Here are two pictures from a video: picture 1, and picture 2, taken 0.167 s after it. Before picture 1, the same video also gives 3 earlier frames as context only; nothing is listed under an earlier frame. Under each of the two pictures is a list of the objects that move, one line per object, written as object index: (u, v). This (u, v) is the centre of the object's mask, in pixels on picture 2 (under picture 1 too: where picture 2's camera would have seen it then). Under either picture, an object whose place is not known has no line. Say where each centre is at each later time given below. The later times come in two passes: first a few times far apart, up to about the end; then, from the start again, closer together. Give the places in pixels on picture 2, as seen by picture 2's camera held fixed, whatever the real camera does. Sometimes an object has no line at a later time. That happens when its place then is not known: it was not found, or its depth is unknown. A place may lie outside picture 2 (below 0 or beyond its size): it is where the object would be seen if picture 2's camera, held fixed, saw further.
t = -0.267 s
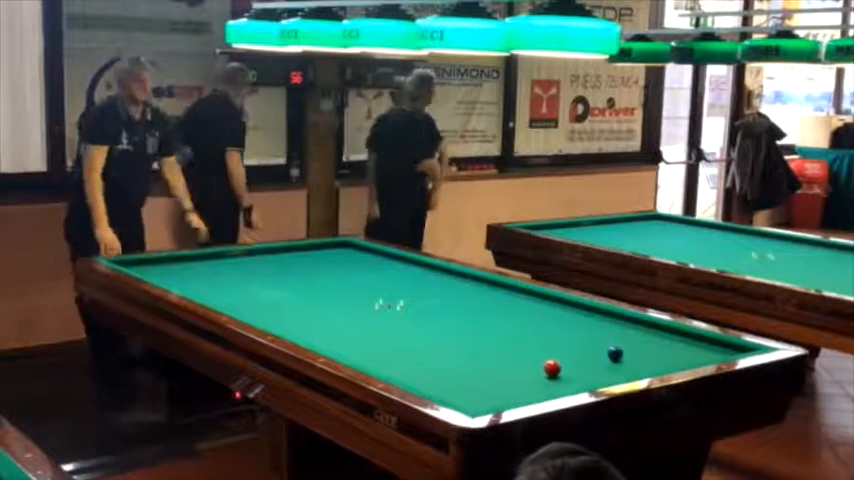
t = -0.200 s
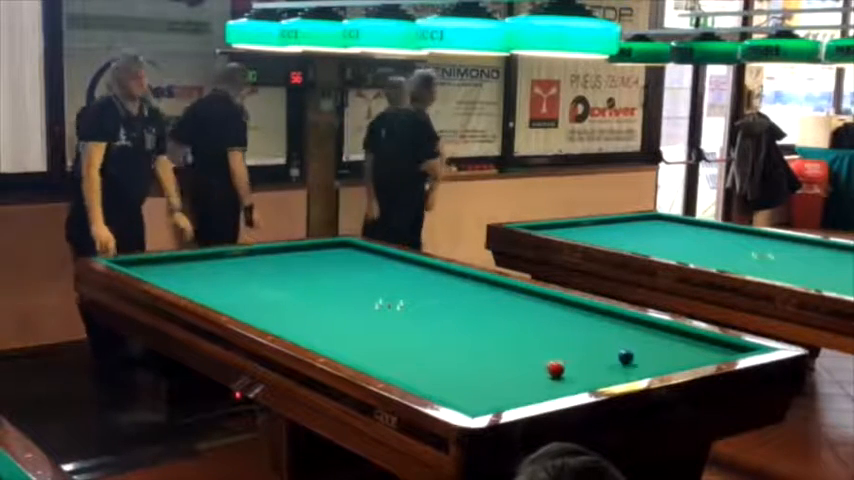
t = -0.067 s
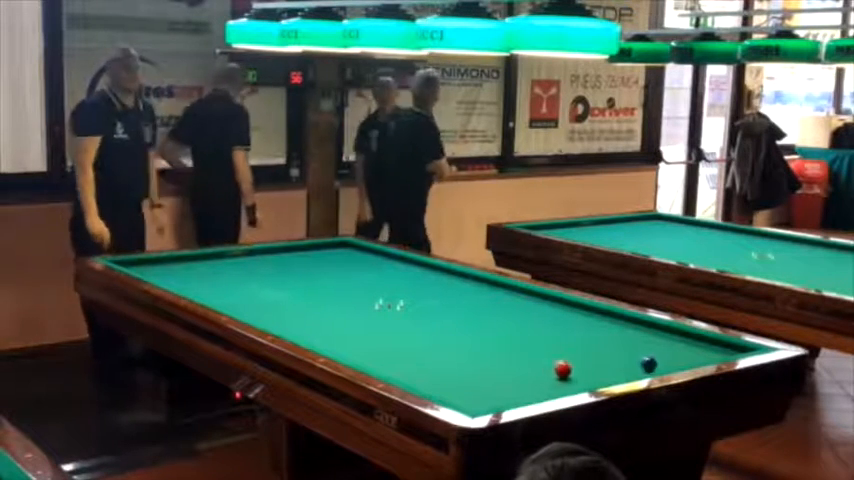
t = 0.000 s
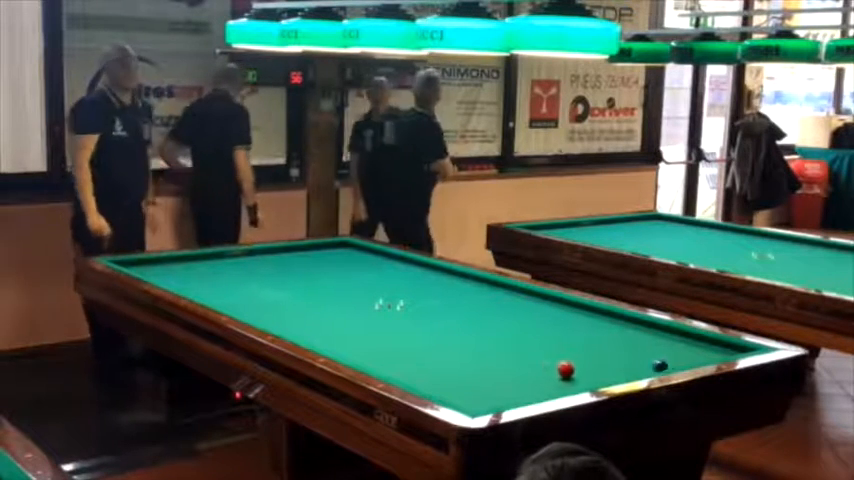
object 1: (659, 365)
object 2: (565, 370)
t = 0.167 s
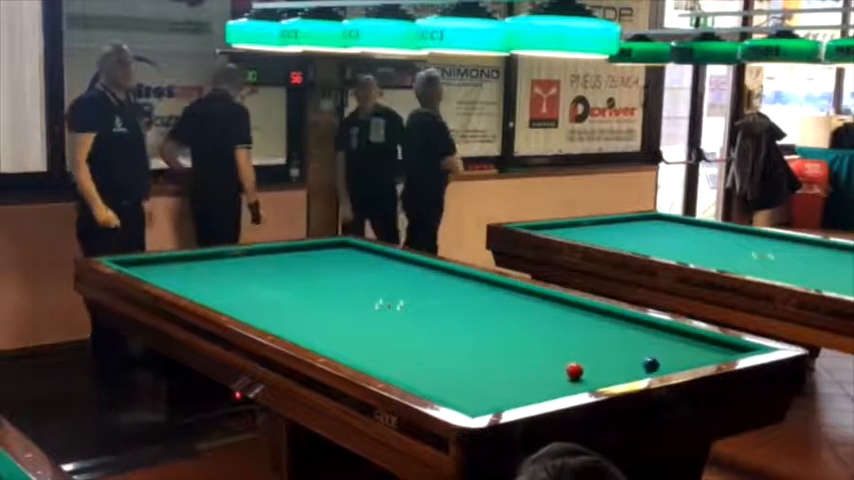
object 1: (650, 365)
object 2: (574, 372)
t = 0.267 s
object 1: (640, 362)
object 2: (579, 372)
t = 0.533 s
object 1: (616, 355)
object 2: (592, 373)
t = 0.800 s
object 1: (594, 348)
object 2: (602, 374)
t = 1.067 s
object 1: (573, 342)
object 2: (613, 374)
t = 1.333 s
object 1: (554, 336)
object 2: (623, 373)
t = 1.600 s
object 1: (536, 331)
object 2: (629, 373)
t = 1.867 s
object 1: (520, 325)
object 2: (630, 373)
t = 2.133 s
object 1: (504, 320)
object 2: (630, 372)
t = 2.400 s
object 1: (490, 316)
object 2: (629, 372)
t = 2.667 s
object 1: (476, 312)
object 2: (629, 372)
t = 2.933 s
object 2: (630, 372)
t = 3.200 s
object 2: (630, 372)
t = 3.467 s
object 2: (629, 371)
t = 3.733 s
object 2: (629, 371)
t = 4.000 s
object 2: (629, 371)
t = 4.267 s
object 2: (629, 371)
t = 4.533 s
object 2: (629, 371)
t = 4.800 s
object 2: (629, 371)
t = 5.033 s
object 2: (629, 371)
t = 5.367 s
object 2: (629, 371)
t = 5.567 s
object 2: (629, 371)
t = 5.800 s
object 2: (629, 371)
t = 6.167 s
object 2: (629, 371)
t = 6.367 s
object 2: (629, 371)
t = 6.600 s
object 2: (629, 371)
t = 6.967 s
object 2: (629, 371)
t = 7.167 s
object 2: (629, 371)
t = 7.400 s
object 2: (629, 371)
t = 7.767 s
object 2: (629, 371)
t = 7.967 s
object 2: (629, 371)
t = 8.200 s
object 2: (629, 371)
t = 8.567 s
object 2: (629, 371)
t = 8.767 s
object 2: (629, 371)
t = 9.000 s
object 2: (629, 371)
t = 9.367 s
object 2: (629, 371)
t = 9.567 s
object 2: (629, 371)
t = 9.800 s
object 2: (629, 371)
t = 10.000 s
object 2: (629, 371)
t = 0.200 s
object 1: (647, 364)
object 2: (576, 371)
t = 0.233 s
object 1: (643, 363)
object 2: (577, 372)
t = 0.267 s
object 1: (640, 362)
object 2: (579, 372)
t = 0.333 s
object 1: (634, 360)
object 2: (582, 372)
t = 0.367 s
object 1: (631, 359)
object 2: (584, 372)
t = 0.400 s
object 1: (628, 358)
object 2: (585, 373)
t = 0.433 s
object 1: (625, 357)
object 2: (587, 373)
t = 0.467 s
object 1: (622, 356)
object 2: (588, 373)
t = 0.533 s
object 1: (616, 355)
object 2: (592, 373)
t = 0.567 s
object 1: (614, 354)
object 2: (593, 373)
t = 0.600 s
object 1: (611, 353)
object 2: (594, 374)
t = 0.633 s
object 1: (608, 352)
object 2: (596, 374)
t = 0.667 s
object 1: (605, 351)
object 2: (597, 373)
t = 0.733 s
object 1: (599, 350)
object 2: (600, 374)
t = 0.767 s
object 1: (597, 349)
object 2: (600, 374)
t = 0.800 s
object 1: (594, 348)
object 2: (602, 374)
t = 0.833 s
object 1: (591, 347)
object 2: (604, 374)
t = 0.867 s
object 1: (588, 346)
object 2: (605, 374)
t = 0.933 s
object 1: (583, 345)
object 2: (608, 374)
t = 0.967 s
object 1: (580, 344)
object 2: (609, 374)
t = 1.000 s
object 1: (578, 343)
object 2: (610, 374)
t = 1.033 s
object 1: (575, 342)
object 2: (612, 374)
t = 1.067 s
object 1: (573, 342)
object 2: (613, 374)
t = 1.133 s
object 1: (568, 341)
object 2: (616, 374)
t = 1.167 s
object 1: (565, 340)
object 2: (616, 374)
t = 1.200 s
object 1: (563, 340)
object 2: (617, 374)
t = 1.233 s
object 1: (561, 339)
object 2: (620, 373)
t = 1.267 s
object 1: (558, 338)
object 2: (620, 373)
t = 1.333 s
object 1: (554, 336)
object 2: (623, 373)
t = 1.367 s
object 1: (551, 336)
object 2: (623, 374)
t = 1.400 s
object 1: (549, 335)
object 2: (625, 373)
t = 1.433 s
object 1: (547, 334)
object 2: (625, 373)
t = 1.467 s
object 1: (544, 333)
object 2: (627, 373)
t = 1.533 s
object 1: (540, 332)
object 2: (629, 373)
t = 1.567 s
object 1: (538, 331)
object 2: (629, 373)
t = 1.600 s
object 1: (536, 331)
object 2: (629, 373)
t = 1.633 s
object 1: (533, 330)
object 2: (629, 373)
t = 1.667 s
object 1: (532, 329)
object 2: (629, 373)
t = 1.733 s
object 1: (528, 328)
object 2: (629, 373)
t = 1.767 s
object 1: (525, 328)
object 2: (630, 373)
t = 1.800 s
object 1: (523, 327)
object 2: (630, 373)
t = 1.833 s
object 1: (521, 326)
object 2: (630, 373)
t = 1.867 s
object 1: (520, 325)
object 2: (630, 373)
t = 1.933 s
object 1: (516, 324)
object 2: (630, 373)
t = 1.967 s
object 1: (514, 323)
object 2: (630, 372)
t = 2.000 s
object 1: (512, 323)
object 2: (630, 372)
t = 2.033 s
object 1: (510, 322)
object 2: (630, 372)
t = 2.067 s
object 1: (508, 321)
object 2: (630, 372)
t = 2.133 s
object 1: (504, 320)
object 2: (630, 372)
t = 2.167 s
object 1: (502, 320)
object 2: (630, 372)
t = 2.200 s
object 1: (500, 319)
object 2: (630, 372)
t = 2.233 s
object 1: (498, 319)
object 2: (630, 372)
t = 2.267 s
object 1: (497, 318)
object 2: (629, 372)
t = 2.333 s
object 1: (493, 317)
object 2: (629, 372)
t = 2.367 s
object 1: (492, 317)
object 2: (629, 372)
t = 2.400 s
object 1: (490, 316)
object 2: (629, 372)
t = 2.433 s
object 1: (488, 316)
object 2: (630, 372)
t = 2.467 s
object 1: (486, 315)
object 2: (629, 372)
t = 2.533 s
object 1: (483, 314)
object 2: (629, 372)
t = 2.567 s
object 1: (481, 313)
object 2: (629, 372)
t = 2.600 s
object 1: (479, 313)
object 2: (629, 372)
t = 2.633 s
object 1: (478, 312)
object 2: (629, 372)
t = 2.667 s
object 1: (476, 312)
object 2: (629, 372)
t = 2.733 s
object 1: (473, 311)
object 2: (630, 372)
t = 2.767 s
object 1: (471, 311)
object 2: (630, 372)
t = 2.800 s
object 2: (630, 372)
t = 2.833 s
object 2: (630, 372)
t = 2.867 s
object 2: (630, 372)
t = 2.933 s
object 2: (630, 372)
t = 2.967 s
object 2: (630, 372)
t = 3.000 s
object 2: (630, 372)
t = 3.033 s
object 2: (630, 372)
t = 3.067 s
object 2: (630, 372)
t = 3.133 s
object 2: (630, 372)
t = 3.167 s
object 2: (630, 372)
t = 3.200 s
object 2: (630, 372)
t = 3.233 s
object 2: (630, 372)
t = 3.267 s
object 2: (630, 372)
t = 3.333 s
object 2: (630, 372)
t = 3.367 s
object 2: (630, 372)
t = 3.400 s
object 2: (629, 371)
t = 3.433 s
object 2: (629, 371)
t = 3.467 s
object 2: (629, 371)
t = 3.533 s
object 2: (629, 371)
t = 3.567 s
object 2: (629, 371)
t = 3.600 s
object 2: (629, 371)
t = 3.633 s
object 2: (629, 371)
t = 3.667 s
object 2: (629, 371)
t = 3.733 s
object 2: (629, 371)
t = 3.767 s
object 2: (629, 371)
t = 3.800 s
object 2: (629, 371)
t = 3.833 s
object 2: (629, 371)
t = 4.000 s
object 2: (629, 371)
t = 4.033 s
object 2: (629, 371)
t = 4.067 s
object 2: (629, 371)
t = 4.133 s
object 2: (629, 371)
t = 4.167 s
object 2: (629, 371)
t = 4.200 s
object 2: (629, 371)
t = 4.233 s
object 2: (629, 371)
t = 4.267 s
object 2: (629, 371)
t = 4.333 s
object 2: (629, 371)
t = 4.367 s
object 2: (629, 371)
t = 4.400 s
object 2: (629, 371)
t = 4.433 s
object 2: (629, 371)
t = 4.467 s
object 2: (629, 371)
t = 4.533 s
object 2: (629, 371)
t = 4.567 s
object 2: (629, 371)
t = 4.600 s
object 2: (629, 371)
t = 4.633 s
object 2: (629, 371)
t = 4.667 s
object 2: (629, 371)
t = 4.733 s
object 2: (629, 371)
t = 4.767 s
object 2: (629, 371)
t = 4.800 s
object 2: (629, 371)
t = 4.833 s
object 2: (629, 371)
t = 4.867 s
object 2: (629, 371)
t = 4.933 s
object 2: (629, 371)
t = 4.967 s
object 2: (629, 371)
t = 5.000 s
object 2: (629, 371)
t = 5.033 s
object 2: (629, 371)
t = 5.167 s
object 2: (629, 371)
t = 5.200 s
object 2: (629, 371)
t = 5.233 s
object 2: (629, 371)
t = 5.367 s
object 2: (629, 371)
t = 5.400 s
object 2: (629, 371)
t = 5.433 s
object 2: (629, 371)
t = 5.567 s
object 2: (629, 371)
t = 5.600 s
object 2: (629, 371)
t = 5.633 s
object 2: (629, 371)
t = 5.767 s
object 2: (629, 371)
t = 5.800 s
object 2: (629, 371)
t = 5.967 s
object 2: (629, 371)
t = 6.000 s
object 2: (629, 371)
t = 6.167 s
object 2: (629, 371)
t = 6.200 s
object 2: (629, 371)
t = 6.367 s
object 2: (629, 371)
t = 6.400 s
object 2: (629, 371)
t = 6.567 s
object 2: (629, 371)
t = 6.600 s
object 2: (629, 371)
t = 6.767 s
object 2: (629, 371)
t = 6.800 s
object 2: (629, 371)
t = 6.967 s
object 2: (629, 371)
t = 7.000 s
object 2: (629, 371)
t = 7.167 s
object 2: (629, 371)
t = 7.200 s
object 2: (629, 371)
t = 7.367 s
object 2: (629, 371)
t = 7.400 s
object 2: (629, 371)
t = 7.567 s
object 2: (629, 371)
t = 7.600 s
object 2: (629, 371)
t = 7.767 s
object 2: (629, 371)
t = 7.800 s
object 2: (629, 371)
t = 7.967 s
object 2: (629, 371)
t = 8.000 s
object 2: (629, 371)
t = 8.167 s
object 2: (629, 371)
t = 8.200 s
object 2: (629, 371)
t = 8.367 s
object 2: (629, 371)
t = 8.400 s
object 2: (629, 371)
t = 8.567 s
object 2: (629, 371)
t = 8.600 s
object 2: (629, 371)
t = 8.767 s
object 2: (629, 371)
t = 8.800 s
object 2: (629, 371)
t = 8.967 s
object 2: (629, 371)
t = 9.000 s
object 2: (629, 371)
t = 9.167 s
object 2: (629, 371)
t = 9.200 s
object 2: (629, 371)
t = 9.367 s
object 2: (629, 371)
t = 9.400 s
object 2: (629, 371)
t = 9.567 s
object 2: (629, 371)
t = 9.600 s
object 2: (629, 371)
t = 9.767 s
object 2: (629, 371)
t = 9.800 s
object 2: (629, 371)
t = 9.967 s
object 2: (629, 371)
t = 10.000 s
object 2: (629, 371)
